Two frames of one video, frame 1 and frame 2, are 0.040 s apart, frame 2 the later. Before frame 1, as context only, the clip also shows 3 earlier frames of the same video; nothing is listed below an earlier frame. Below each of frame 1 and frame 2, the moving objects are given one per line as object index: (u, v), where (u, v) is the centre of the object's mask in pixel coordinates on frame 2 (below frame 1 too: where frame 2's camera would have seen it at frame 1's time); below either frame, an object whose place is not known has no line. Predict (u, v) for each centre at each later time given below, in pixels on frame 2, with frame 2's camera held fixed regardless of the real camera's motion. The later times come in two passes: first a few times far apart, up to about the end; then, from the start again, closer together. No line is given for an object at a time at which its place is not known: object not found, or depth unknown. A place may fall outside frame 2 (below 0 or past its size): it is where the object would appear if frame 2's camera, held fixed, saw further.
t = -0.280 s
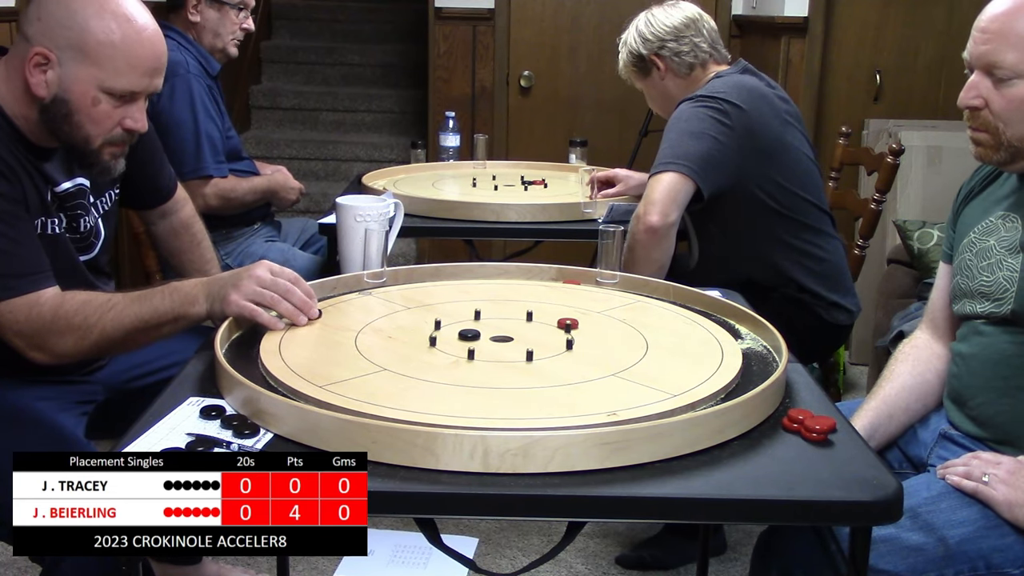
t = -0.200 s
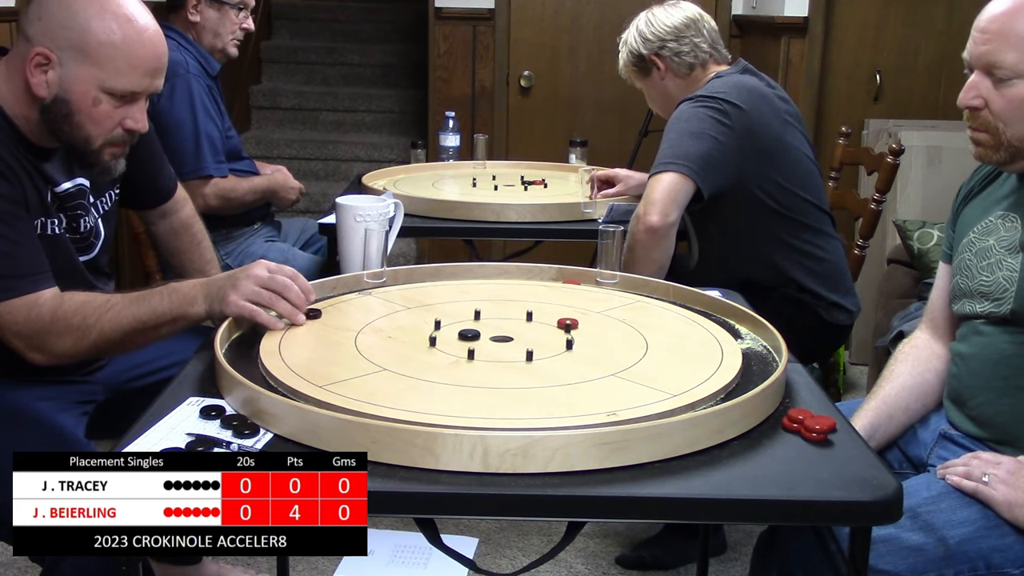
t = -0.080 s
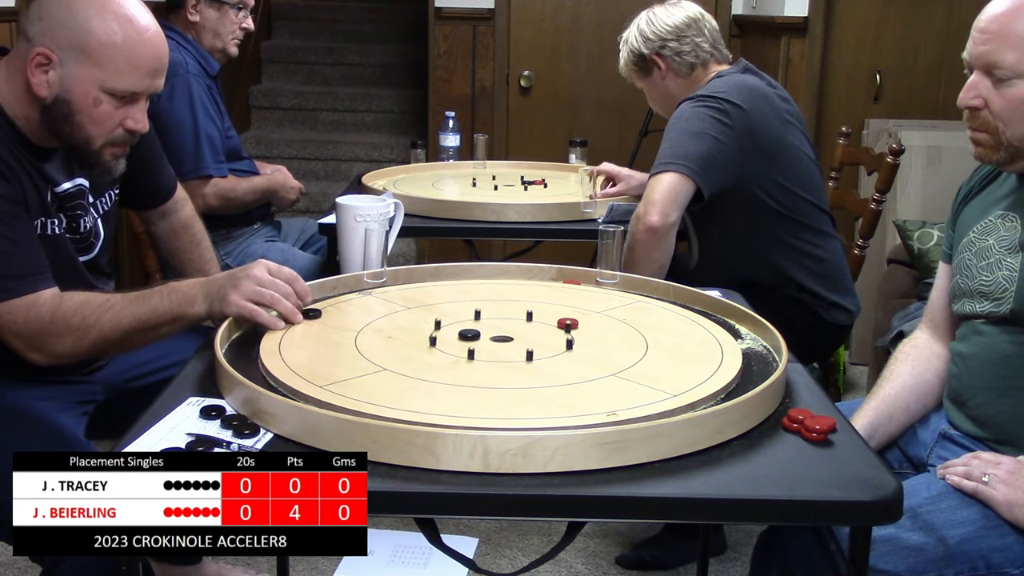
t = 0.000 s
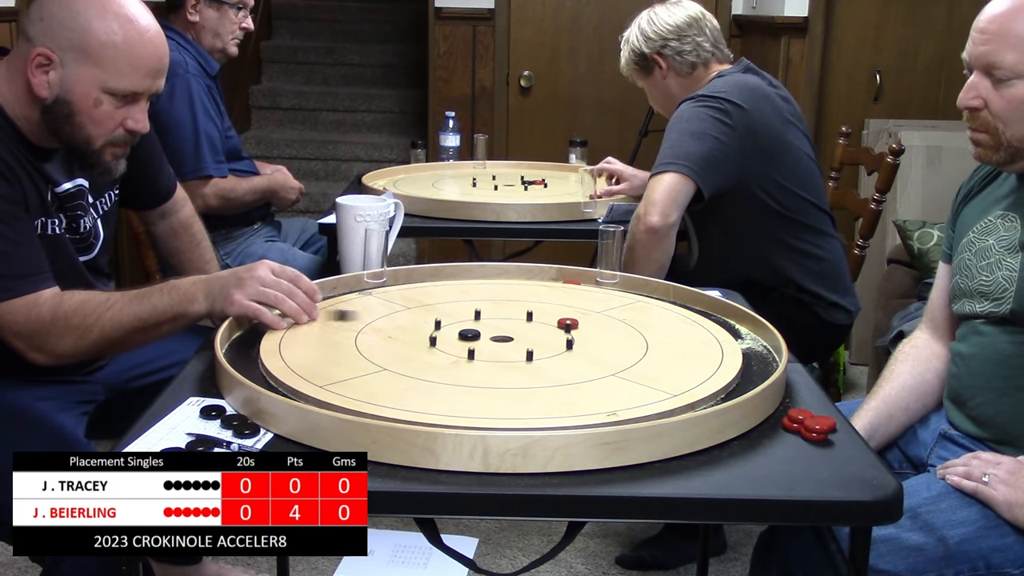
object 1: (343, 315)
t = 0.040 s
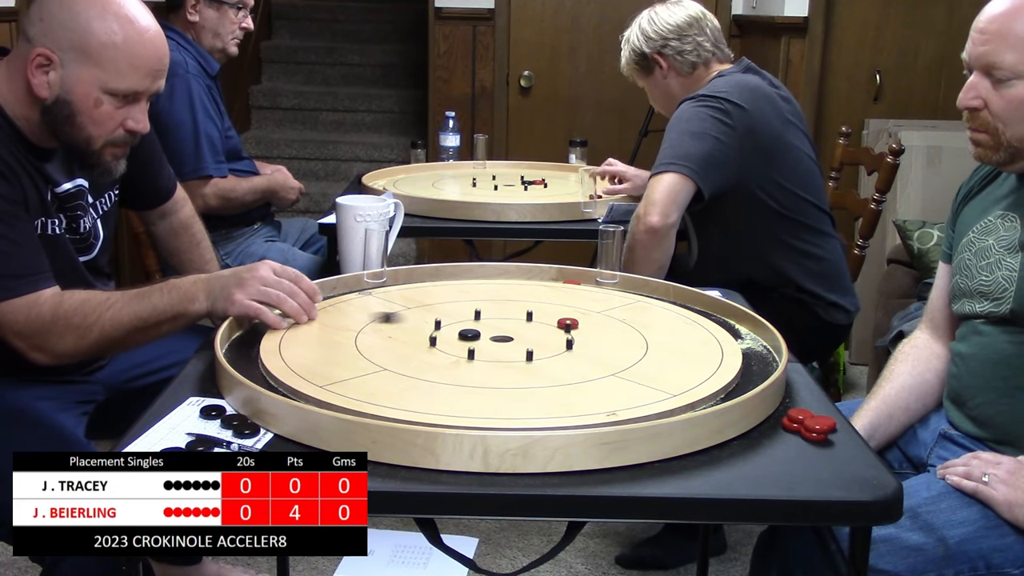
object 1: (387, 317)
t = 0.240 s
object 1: (541, 329)
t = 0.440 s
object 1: (498, 334)
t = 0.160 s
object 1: (549, 325)
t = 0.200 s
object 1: (551, 327)
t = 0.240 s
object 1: (541, 329)
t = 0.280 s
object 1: (527, 330)
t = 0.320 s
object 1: (519, 331)
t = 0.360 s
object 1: (508, 333)
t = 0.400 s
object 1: (503, 334)
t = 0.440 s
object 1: (498, 334)
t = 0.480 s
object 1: (494, 335)
